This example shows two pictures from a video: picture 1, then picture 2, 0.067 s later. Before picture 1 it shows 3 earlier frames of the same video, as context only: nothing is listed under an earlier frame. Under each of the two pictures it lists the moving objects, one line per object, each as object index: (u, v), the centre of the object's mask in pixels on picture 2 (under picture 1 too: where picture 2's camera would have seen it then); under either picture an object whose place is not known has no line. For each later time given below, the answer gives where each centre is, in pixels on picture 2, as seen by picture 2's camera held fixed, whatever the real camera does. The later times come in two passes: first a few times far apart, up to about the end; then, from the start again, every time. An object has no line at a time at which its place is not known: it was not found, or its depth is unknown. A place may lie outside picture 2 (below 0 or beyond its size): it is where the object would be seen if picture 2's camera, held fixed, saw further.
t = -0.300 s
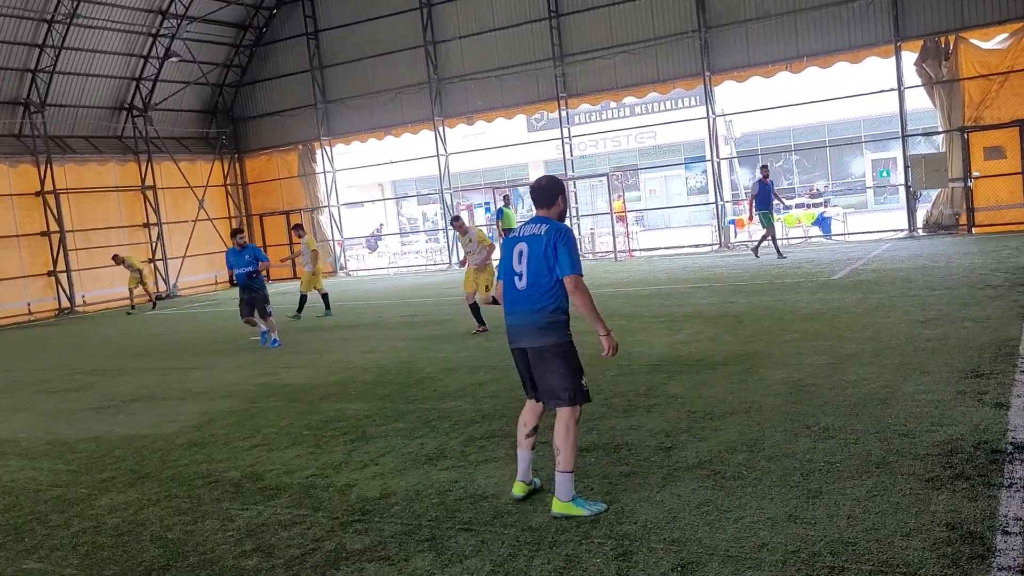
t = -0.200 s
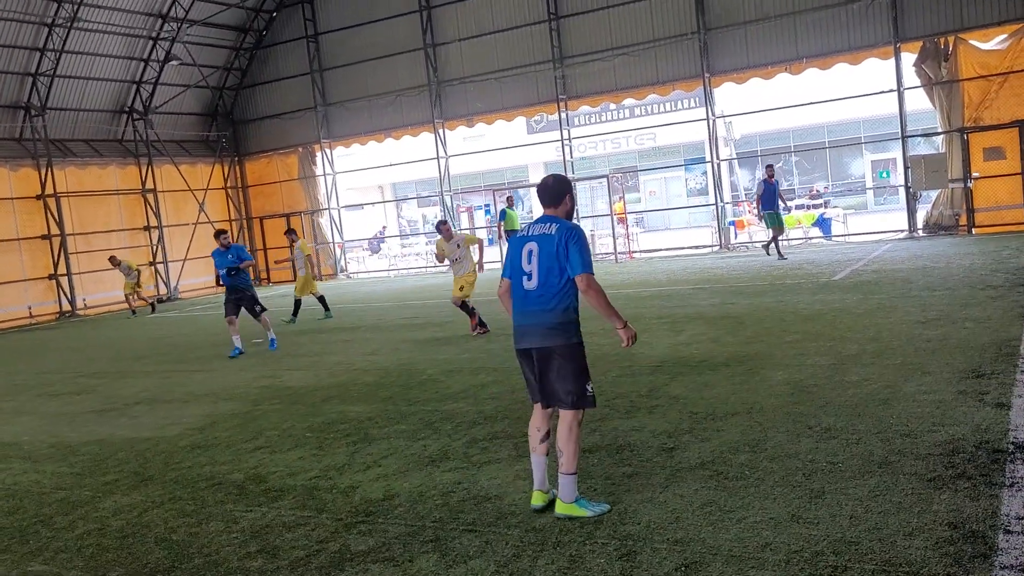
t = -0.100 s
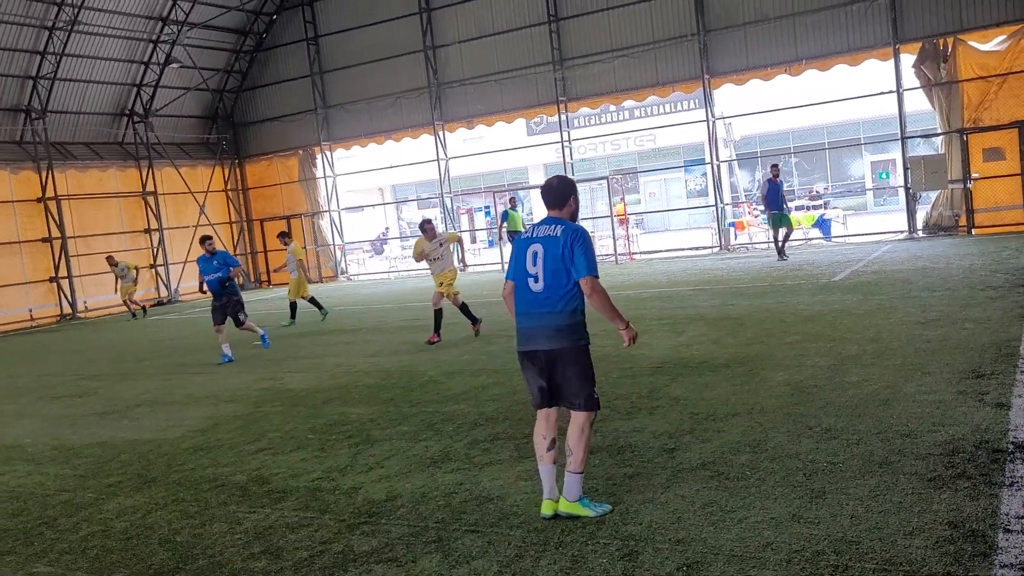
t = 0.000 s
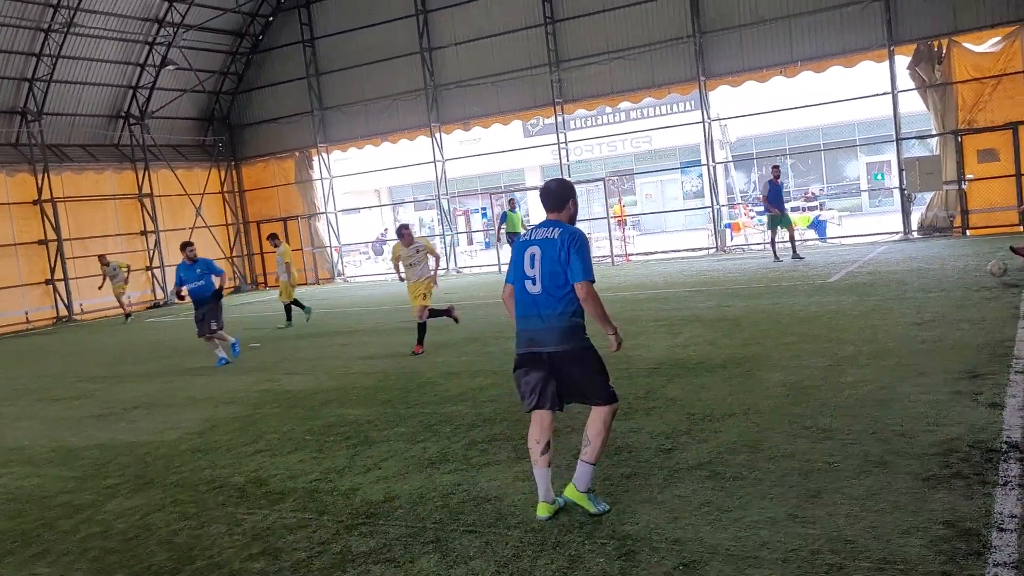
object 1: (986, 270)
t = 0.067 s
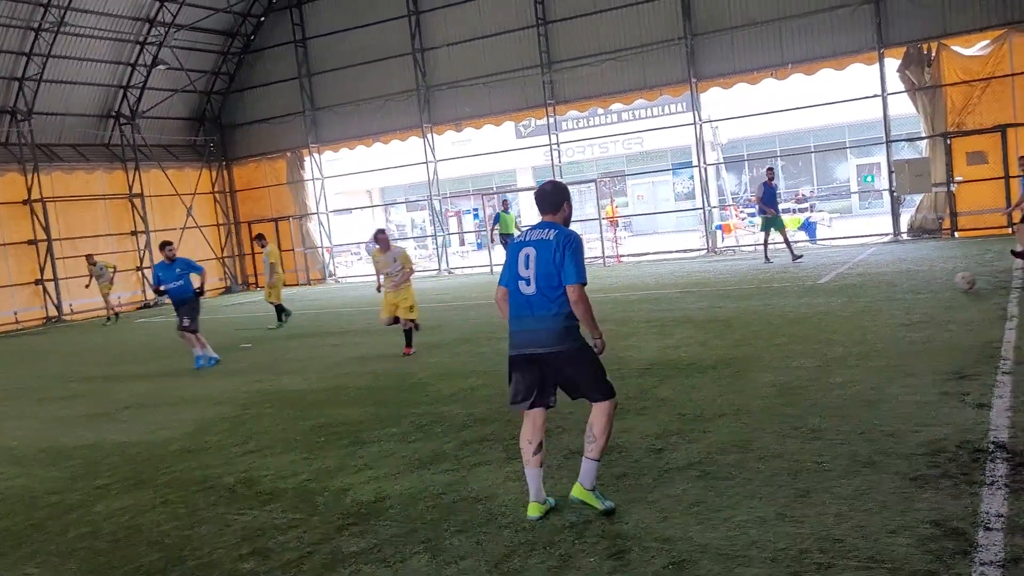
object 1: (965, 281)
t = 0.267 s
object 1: (902, 310)
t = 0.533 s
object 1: (815, 348)
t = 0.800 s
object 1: (706, 402)
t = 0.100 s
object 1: (955, 288)
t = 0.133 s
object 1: (945, 291)
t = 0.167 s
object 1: (934, 293)
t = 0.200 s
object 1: (924, 297)
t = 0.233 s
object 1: (914, 302)
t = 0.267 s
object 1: (902, 310)
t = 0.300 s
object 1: (892, 315)
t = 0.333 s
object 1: (881, 317)
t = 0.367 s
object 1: (871, 320)
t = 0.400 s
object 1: (860, 324)
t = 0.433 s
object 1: (849, 331)
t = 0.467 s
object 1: (838, 341)
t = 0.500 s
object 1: (826, 345)
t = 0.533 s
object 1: (815, 348)
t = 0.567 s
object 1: (803, 353)
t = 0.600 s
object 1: (791, 360)
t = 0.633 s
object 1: (778, 368)
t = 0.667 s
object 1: (765, 375)
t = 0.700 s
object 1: (751, 381)
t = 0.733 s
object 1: (736, 388)
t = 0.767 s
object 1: (721, 396)
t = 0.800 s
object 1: (706, 402)
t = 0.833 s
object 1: (688, 411)
